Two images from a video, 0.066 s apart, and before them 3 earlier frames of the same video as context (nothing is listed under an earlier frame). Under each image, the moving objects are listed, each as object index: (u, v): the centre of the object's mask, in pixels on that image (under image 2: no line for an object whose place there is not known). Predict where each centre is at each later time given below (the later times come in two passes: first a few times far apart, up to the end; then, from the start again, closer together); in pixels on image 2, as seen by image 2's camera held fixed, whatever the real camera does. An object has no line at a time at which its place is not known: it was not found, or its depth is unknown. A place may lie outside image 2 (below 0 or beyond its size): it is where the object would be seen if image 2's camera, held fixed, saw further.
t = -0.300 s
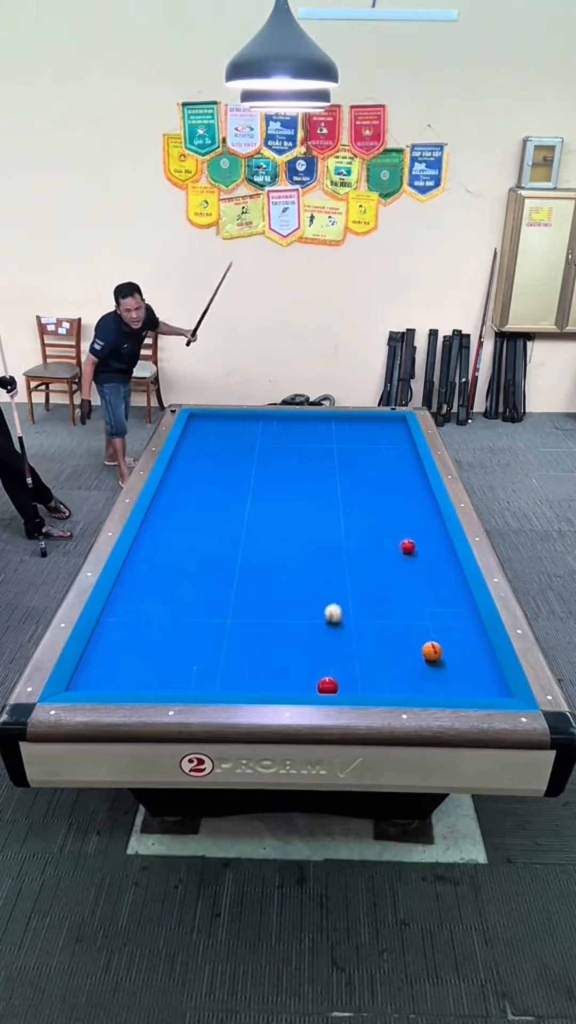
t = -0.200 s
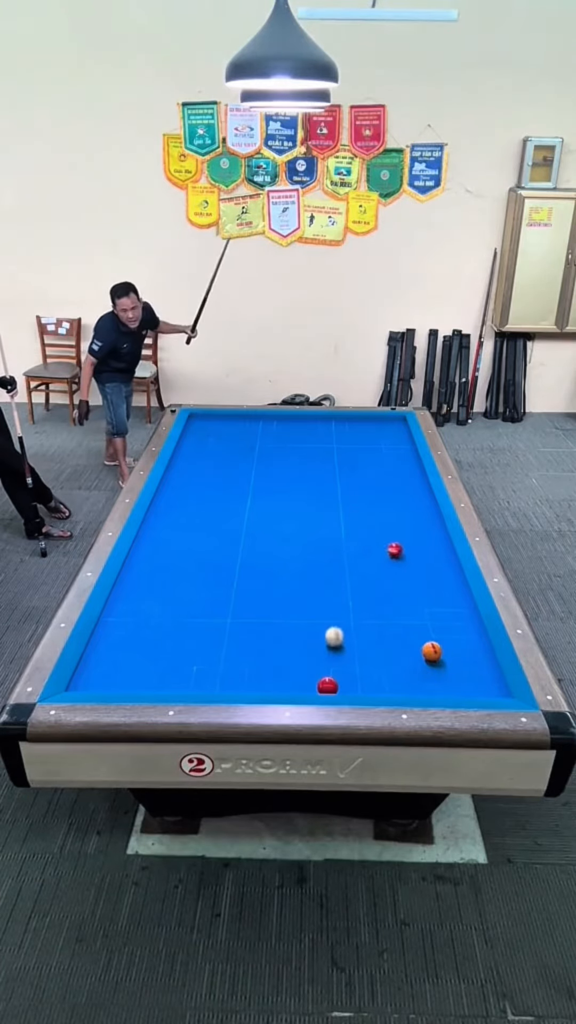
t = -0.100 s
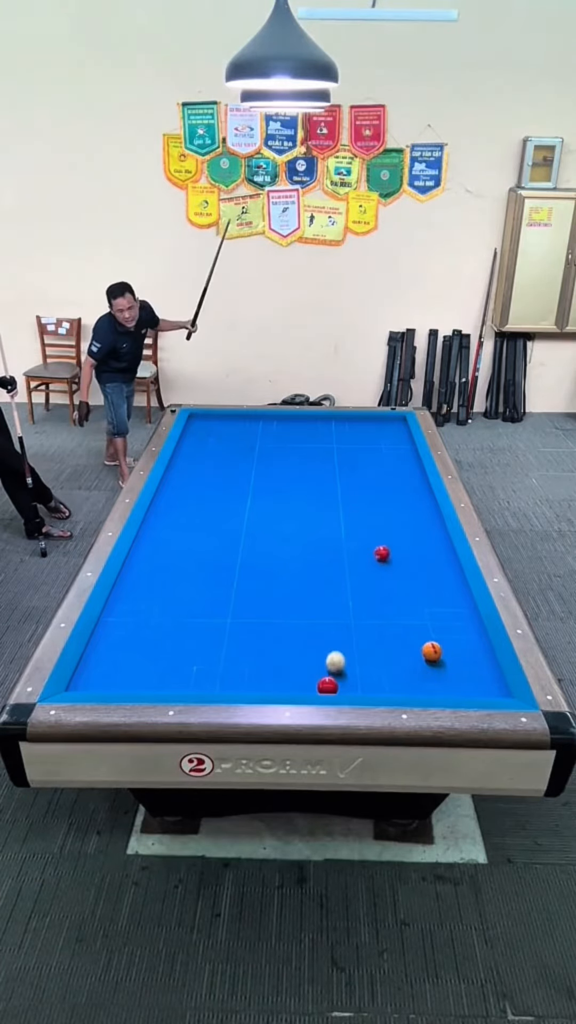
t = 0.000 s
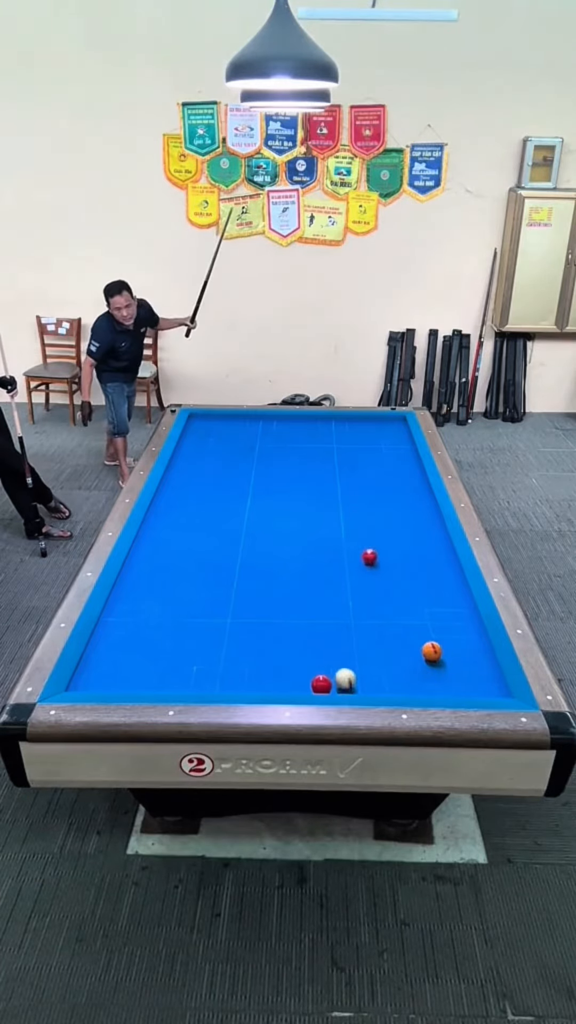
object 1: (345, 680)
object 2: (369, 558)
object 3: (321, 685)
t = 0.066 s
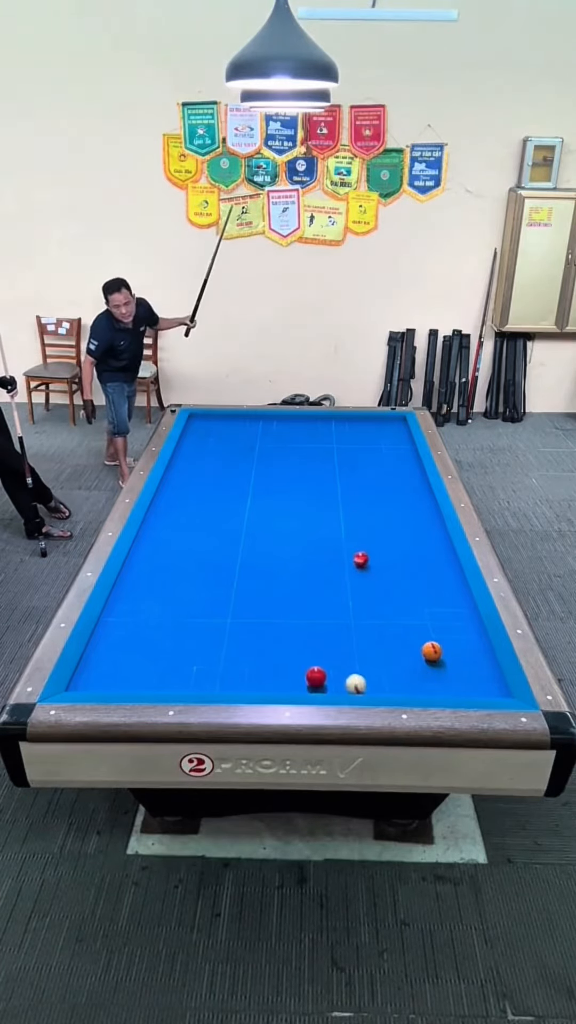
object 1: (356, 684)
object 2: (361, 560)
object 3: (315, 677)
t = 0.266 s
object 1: (384, 682)
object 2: (335, 567)
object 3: (302, 655)
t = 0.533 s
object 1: (418, 666)
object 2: (300, 576)
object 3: (286, 627)
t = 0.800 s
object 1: (442, 663)
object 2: (264, 586)
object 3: (273, 604)
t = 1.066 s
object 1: (464, 663)
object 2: (227, 597)
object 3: (260, 584)
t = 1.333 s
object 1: (485, 664)
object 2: (190, 608)
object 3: (249, 566)
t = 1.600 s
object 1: (479, 661)
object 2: (152, 619)
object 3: (239, 549)
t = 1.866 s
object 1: (468, 658)
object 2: (113, 629)
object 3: (230, 535)
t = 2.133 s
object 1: (459, 655)
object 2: (113, 637)
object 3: (222, 521)
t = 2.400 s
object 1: (446, 651)
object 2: (137, 646)
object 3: (211, 502)
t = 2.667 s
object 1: (428, 646)
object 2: (189, 668)
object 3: (189, 464)
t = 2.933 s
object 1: (426, 645)
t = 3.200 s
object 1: (426, 645)
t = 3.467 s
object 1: (426, 645)
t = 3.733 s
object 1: (425, 645)
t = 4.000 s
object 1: (425, 645)
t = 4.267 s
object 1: (425, 645)
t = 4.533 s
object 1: (425, 645)
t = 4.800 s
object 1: (425, 645)
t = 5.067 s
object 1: (425, 645)
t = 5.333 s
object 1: (425, 645)
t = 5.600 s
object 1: (425, 645)
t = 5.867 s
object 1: (425, 645)
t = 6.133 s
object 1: (425, 645)
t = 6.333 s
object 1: (425, 645)
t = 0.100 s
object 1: (360, 687)
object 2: (356, 561)
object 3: (314, 673)
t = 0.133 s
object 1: (365, 688)
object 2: (352, 562)
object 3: (311, 670)
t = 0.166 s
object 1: (370, 686)
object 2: (348, 563)
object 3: (309, 666)
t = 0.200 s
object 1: (375, 684)
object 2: (343, 564)
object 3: (307, 662)
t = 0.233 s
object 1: (379, 683)
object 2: (339, 566)
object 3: (304, 658)
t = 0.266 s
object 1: (384, 682)
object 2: (335, 567)
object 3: (302, 655)
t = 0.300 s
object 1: (388, 680)
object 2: (330, 568)
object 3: (300, 651)
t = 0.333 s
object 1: (393, 678)
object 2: (326, 570)
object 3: (298, 647)
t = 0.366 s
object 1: (396, 676)
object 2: (322, 570)
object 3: (296, 644)
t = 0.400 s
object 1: (400, 674)
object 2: (317, 572)
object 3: (294, 640)
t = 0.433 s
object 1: (405, 672)
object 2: (313, 573)
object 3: (292, 637)
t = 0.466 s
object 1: (409, 670)
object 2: (309, 574)
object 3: (290, 634)
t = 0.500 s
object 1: (413, 669)
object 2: (304, 575)
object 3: (288, 630)
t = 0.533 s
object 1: (418, 666)
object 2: (300, 576)
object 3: (286, 627)
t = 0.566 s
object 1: (422, 665)
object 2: (295, 578)
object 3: (285, 624)
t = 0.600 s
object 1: (426, 663)
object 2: (291, 579)
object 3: (283, 621)
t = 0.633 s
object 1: (429, 663)
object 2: (287, 581)
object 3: (281, 618)
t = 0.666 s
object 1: (432, 663)
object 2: (282, 581)
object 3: (279, 616)
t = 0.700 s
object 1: (434, 663)
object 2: (278, 583)
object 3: (278, 612)
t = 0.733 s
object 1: (437, 663)
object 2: (273, 584)
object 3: (276, 610)
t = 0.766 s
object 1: (440, 663)
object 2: (269, 586)
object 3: (274, 607)
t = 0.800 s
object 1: (442, 663)
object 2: (264, 586)
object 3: (273, 604)
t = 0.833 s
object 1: (445, 663)
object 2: (259, 587)
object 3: (271, 601)
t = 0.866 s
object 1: (448, 663)
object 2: (255, 589)
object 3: (270, 599)
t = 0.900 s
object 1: (451, 663)
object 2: (250, 591)
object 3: (268, 596)
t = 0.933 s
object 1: (453, 663)
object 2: (246, 592)
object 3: (266, 593)
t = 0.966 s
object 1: (456, 663)
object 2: (241, 593)
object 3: (265, 591)
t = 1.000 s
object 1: (459, 664)
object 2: (237, 595)
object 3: (263, 589)
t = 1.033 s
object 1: (462, 663)
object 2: (232, 596)
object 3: (262, 587)
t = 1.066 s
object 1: (464, 663)
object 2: (227, 597)
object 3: (260, 584)
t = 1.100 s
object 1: (467, 663)
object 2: (223, 599)
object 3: (259, 582)
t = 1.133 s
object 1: (469, 664)
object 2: (218, 600)
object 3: (257, 579)
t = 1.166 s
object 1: (472, 664)
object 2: (214, 601)
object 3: (256, 577)
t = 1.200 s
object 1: (474, 664)
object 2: (209, 603)
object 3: (255, 575)
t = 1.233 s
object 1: (477, 664)
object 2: (204, 604)
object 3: (253, 572)
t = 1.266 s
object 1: (480, 664)
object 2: (200, 605)
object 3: (252, 570)
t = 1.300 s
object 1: (482, 664)
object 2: (195, 606)
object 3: (250, 568)
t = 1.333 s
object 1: (485, 664)
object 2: (190, 608)
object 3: (249, 566)
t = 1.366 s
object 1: (487, 664)
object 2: (186, 609)
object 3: (248, 564)
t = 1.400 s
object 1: (488, 664)
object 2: (181, 610)
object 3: (247, 561)
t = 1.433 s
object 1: (486, 663)
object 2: (176, 612)
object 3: (245, 559)
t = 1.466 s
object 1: (485, 662)
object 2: (172, 613)
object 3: (244, 558)
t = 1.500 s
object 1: (483, 662)
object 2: (167, 614)
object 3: (243, 555)
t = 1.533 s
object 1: (482, 662)
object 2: (162, 616)
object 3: (242, 553)
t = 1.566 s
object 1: (481, 661)
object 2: (157, 617)
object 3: (240, 551)
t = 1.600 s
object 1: (479, 661)
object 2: (152, 619)
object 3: (239, 549)
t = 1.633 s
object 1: (478, 661)
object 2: (148, 620)
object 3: (238, 548)
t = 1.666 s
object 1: (476, 660)
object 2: (142, 621)
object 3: (237, 545)
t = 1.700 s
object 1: (475, 660)
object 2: (138, 623)
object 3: (236, 544)
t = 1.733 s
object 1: (474, 659)
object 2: (133, 624)
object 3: (234, 542)
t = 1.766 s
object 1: (472, 659)
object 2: (128, 625)
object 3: (233, 540)
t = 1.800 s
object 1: (471, 659)
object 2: (123, 627)
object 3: (232, 538)
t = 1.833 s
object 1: (470, 659)
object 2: (118, 628)
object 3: (231, 536)
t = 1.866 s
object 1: (468, 658)
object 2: (113, 629)
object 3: (230, 535)
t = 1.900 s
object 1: (467, 658)
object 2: (108, 630)
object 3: (229, 533)
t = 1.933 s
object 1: (466, 657)
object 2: (103, 632)
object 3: (228, 531)
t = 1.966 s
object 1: (465, 657)
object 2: (103, 633)
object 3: (227, 529)
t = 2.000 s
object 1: (464, 657)
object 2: (105, 634)
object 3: (226, 528)
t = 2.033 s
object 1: (462, 656)
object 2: (107, 634)
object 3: (225, 526)
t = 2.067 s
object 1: (461, 656)
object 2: (109, 635)
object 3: (224, 524)
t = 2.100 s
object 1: (460, 656)
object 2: (112, 636)
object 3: (223, 523)
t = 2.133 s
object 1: (459, 655)
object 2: (113, 637)
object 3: (222, 521)
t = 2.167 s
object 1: (458, 655)
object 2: (115, 638)
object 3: (221, 520)
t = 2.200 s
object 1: (457, 655)
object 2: (117, 639)
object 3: (220, 518)
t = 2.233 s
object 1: (456, 654)
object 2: (119, 639)
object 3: (219, 516)
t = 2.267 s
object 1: (455, 654)
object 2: (120, 640)
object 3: (218, 515)
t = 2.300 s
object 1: (454, 654)
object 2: (122, 641)
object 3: (218, 513)
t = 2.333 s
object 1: (452, 653)
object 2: (126, 642)
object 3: (216, 510)
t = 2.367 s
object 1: (450, 652)
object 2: (129, 644)
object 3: (214, 508)
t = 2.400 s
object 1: (446, 651)
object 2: (137, 646)
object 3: (211, 502)
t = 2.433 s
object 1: (443, 650)
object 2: (144, 649)
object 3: (208, 496)
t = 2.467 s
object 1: (439, 649)
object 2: (151, 652)
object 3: (205, 491)
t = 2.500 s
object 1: (437, 648)
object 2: (157, 655)
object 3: (202, 486)
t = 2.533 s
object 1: (434, 648)
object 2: (164, 658)
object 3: (199, 482)
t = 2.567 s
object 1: (432, 647)
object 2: (170, 660)
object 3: (197, 477)
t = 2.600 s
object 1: (430, 646)
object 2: (177, 663)
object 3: (194, 472)
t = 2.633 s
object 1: (429, 646)
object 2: (183, 665)
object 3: (191, 468)
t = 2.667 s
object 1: (428, 646)
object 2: (189, 668)
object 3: (189, 464)
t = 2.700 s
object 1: (427, 645)
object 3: (187, 460)
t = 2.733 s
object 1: (426, 645)
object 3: (185, 456)
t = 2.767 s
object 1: (425, 645)
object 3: (183, 452)
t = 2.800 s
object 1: (425, 645)
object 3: (181, 449)
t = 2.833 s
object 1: (425, 645)
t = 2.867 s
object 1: (426, 645)
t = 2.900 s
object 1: (426, 645)
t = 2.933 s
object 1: (426, 645)
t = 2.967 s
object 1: (426, 645)
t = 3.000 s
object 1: (426, 645)
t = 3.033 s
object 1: (426, 645)
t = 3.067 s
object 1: (426, 645)
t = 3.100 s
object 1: (426, 645)
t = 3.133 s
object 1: (426, 645)
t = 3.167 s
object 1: (426, 645)
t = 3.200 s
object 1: (426, 645)
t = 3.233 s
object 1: (426, 645)
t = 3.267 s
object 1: (426, 645)
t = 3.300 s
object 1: (426, 645)
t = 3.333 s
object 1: (426, 645)
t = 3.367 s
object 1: (426, 645)
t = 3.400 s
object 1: (426, 645)
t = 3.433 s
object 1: (426, 645)
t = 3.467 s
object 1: (426, 645)
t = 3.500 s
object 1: (426, 645)
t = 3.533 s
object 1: (426, 645)
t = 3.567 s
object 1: (426, 645)
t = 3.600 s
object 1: (426, 645)
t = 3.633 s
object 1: (426, 645)
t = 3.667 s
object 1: (425, 645)
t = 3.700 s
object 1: (425, 645)
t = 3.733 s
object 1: (425, 645)
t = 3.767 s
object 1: (425, 645)
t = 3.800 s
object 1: (425, 645)
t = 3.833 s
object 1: (425, 645)
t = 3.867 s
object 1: (425, 645)
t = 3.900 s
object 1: (425, 645)
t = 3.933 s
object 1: (425, 645)
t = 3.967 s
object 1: (425, 645)
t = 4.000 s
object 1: (425, 645)
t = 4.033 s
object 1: (425, 645)
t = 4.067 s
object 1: (425, 645)
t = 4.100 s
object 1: (425, 645)
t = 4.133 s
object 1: (425, 645)
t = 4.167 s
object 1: (425, 645)
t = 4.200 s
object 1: (425, 645)
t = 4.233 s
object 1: (425, 645)
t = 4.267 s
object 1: (425, 645)
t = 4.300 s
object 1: (425, 645)
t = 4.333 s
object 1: (425, 645)
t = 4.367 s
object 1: (426, 645)
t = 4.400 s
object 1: (425, 645)
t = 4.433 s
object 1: (425, 645)
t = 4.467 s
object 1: (425, 645)
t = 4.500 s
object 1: (425, 645)
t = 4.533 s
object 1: (425, 645)
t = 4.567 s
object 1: (425, 645)
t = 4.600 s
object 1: (425, 645)
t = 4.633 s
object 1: (425, 645)
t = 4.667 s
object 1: (425, 645)
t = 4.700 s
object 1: (425, 645)
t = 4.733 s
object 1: (425, 645)
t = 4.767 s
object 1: (425, 645)
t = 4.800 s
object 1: (425, 645)
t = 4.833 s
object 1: (425, 645)
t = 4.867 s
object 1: (425, 645)
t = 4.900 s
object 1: (425, 645)
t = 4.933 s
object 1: (425, 645)
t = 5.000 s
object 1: (425, 645)
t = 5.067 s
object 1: (425, 645)
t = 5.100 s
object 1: (425, 645)
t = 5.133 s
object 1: (425, 645)
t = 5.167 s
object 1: (425, 645)
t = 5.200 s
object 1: (425, 645)
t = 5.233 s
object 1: (425, 645)
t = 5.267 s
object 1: (425, 645)
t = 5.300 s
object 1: (425, 645)
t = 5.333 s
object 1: (425, 645)
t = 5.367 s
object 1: (425, 645)
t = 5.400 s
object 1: (425, 645)
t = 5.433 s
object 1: (425, 645)
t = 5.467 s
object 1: (425, 645)
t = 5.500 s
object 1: (425, 645)
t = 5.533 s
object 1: (425, 645)
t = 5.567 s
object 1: (425, 645)
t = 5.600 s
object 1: (425, 645)
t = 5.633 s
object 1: (425, 645)
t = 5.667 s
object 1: (425, 645)
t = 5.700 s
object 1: (425, 645)
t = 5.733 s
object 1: (425, 645)
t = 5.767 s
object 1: (425, 645)
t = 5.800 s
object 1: (425, 645)
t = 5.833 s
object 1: (425, 645)
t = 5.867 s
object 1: (425, 645)
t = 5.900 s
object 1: (425, 645)
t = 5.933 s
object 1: (425, 645)
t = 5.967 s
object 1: (425, 645)
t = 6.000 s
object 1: (425, 645)
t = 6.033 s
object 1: (425, 645)
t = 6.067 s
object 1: (425, 645)
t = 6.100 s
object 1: (425, 645)
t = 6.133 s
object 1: (425, 645)
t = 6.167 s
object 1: (425, 645)
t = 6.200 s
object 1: (425, 645)
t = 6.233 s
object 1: (425, 645)
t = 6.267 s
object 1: (425, 645)
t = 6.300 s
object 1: (425, 645)
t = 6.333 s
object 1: (425, 645)
